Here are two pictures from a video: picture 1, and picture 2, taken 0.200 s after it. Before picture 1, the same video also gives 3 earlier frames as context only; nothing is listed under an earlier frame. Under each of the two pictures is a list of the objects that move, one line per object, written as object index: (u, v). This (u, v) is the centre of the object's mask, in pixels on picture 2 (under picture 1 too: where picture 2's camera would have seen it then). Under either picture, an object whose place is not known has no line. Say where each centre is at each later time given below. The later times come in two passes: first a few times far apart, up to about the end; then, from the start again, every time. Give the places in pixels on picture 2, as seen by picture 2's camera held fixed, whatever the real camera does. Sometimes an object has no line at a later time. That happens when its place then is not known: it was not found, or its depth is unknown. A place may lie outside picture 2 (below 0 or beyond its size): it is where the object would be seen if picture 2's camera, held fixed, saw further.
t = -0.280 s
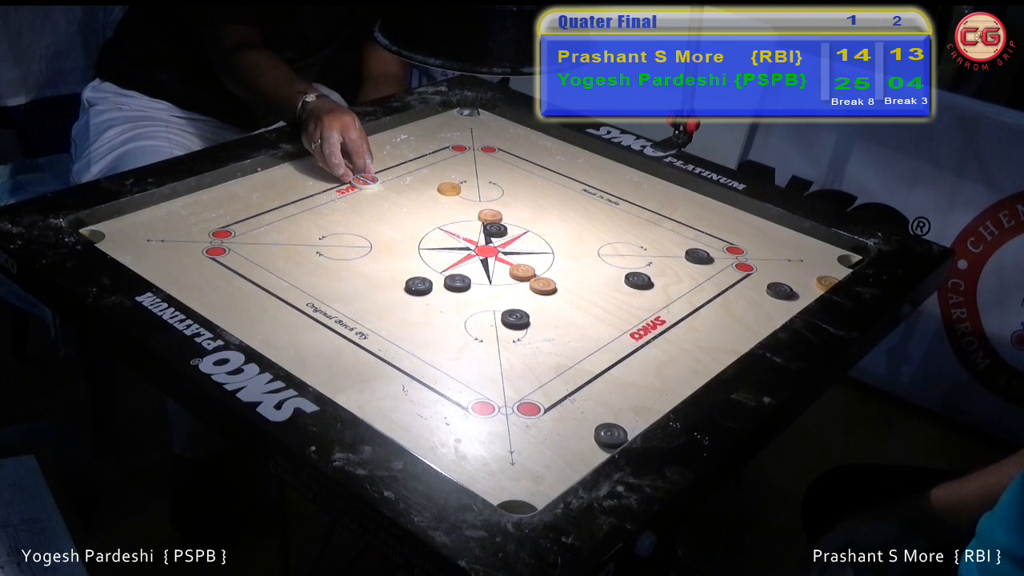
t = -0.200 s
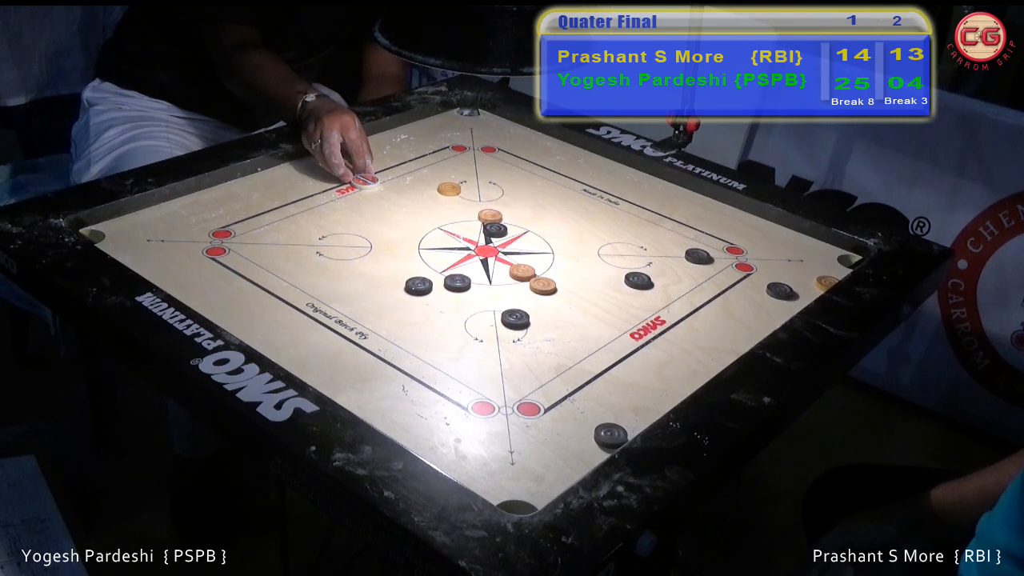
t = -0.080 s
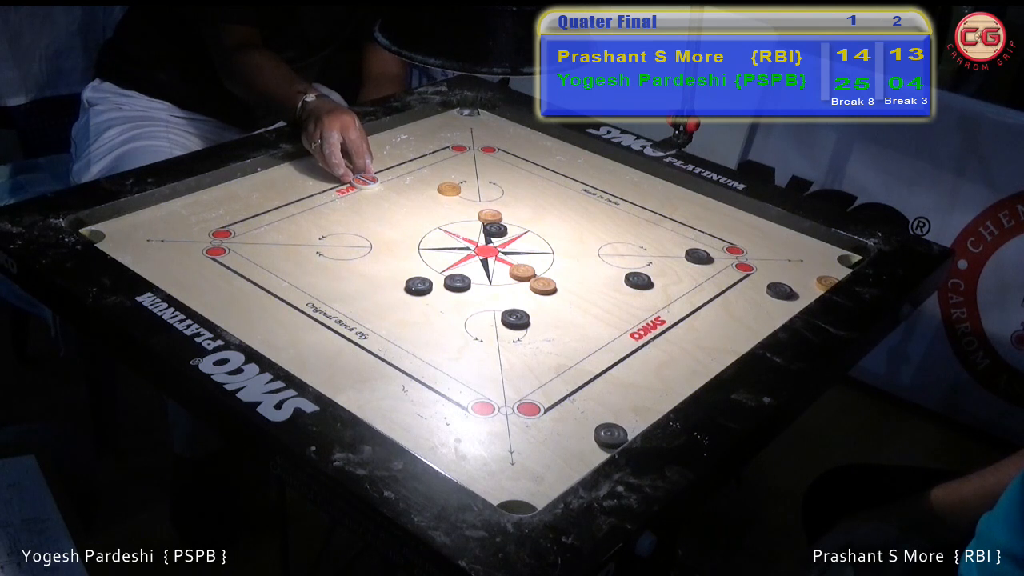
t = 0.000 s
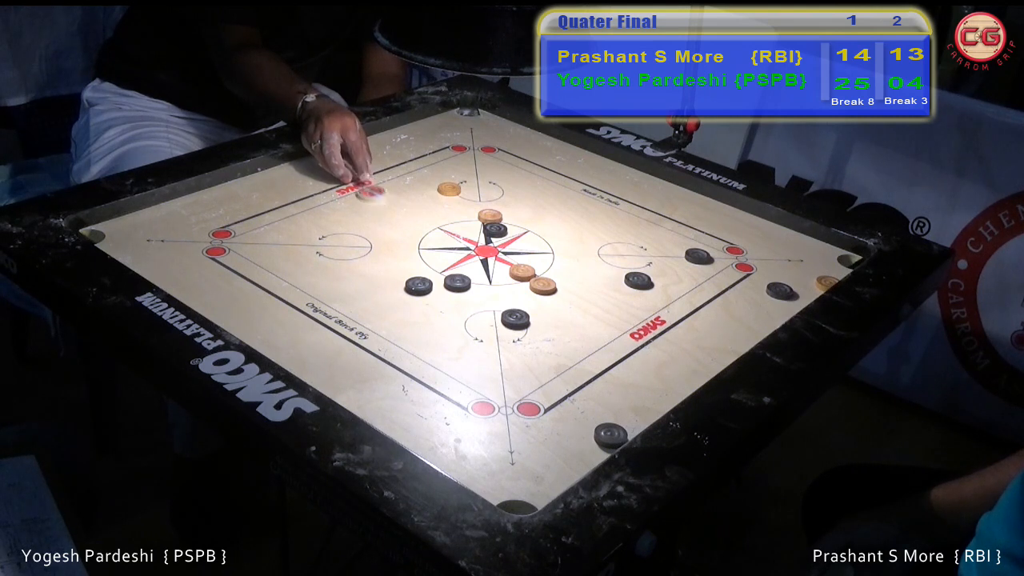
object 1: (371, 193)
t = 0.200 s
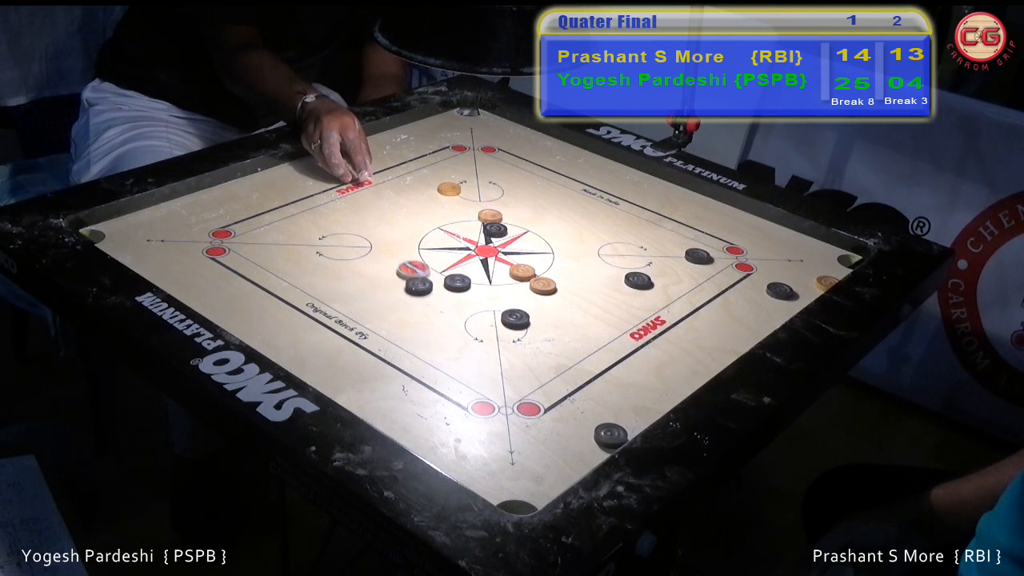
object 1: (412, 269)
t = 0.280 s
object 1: (425, 286)
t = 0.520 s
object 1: (449, 316)
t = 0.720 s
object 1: (455, 322)
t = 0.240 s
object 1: (419, 278)
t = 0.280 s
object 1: (425, 286)
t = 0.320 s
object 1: (430, 293)
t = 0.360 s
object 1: (435, 299)
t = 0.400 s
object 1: (439, 304)
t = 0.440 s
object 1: (443, 309)
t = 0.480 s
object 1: (447, 313)
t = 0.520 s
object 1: (449, 316)
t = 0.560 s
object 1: (452, 319)
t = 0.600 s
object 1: (453, 321)
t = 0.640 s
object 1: (454, 322)
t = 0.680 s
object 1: (455, 322)
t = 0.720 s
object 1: (455, 322)
